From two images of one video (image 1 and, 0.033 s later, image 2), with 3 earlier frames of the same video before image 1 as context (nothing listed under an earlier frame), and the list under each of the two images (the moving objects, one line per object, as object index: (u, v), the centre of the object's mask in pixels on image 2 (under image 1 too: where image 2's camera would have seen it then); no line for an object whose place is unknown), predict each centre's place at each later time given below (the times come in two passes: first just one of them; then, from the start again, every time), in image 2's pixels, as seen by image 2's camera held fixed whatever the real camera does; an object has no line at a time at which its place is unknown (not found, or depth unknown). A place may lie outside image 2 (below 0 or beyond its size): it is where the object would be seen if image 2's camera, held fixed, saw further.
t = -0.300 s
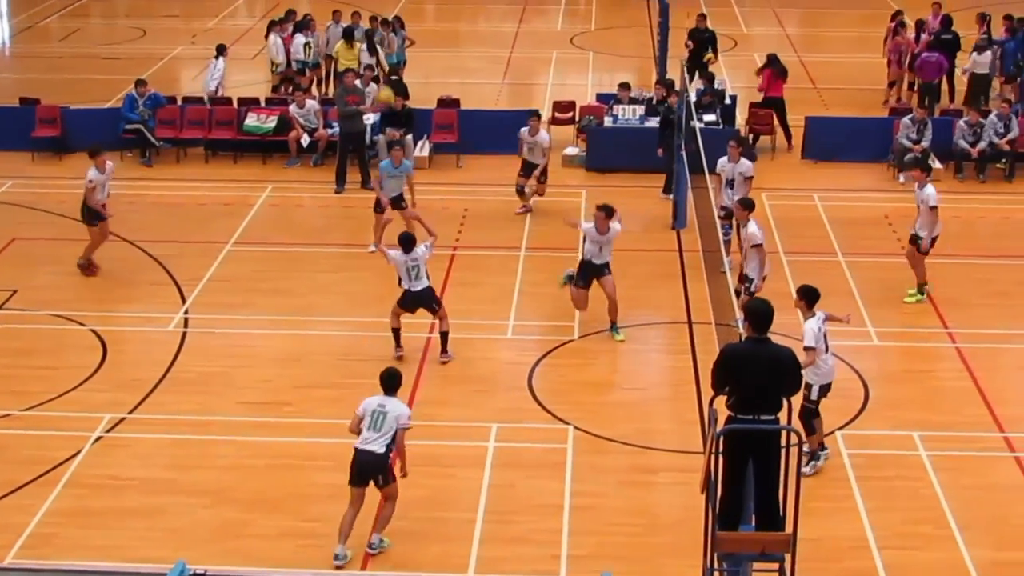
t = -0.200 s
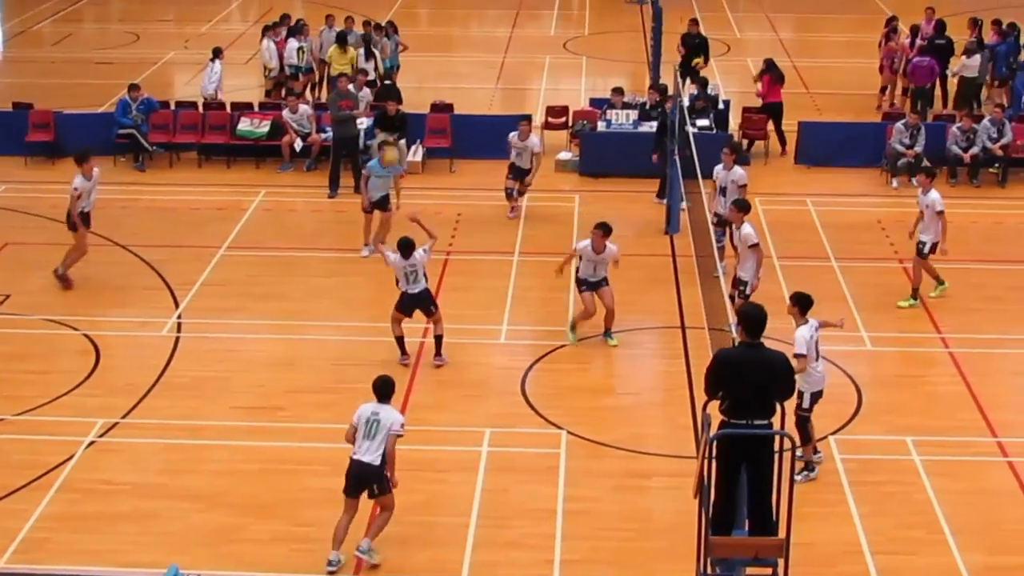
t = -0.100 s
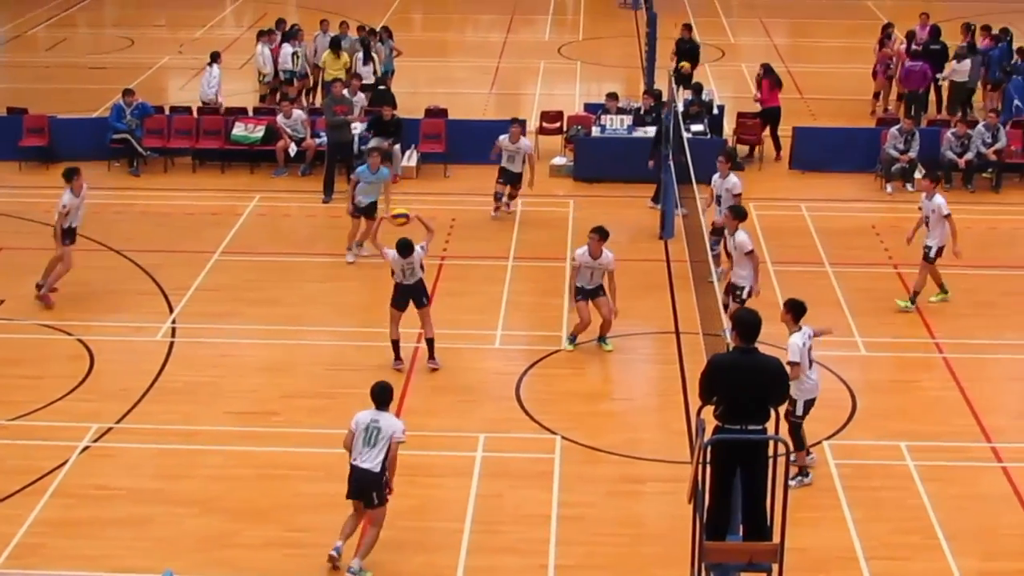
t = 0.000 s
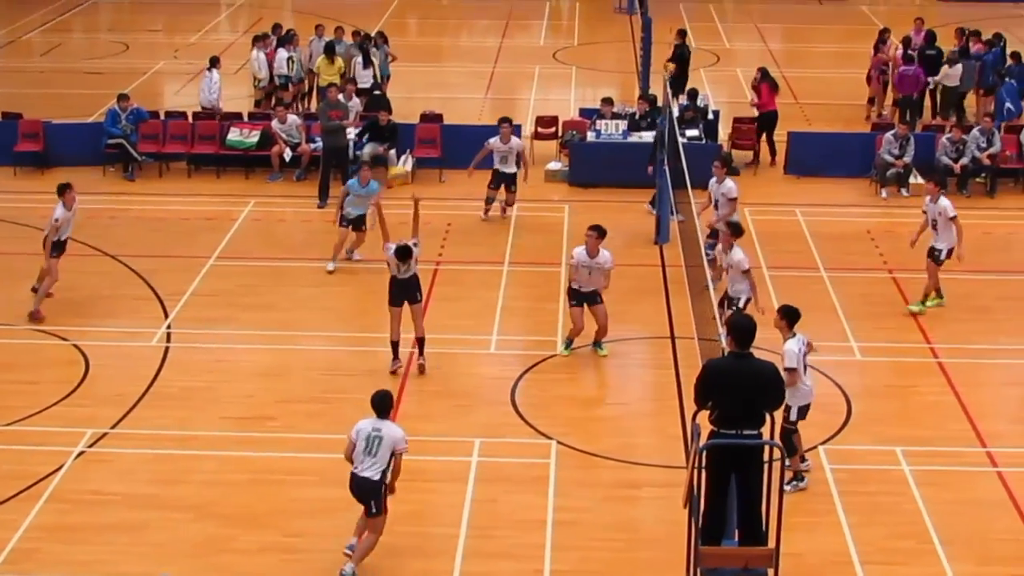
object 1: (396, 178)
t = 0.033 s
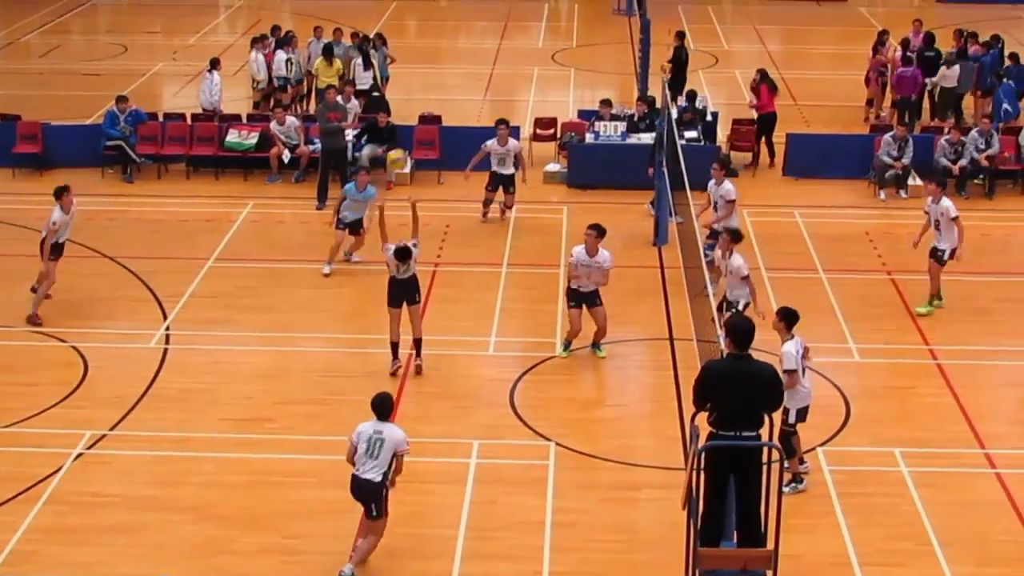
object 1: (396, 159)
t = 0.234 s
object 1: (400, 78)
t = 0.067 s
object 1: (397, 143)
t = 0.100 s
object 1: (397, 128)
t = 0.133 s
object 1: (398, 115)
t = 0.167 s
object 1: (399, 103)
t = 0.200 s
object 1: (399, 89)
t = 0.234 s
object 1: (400, 78)
